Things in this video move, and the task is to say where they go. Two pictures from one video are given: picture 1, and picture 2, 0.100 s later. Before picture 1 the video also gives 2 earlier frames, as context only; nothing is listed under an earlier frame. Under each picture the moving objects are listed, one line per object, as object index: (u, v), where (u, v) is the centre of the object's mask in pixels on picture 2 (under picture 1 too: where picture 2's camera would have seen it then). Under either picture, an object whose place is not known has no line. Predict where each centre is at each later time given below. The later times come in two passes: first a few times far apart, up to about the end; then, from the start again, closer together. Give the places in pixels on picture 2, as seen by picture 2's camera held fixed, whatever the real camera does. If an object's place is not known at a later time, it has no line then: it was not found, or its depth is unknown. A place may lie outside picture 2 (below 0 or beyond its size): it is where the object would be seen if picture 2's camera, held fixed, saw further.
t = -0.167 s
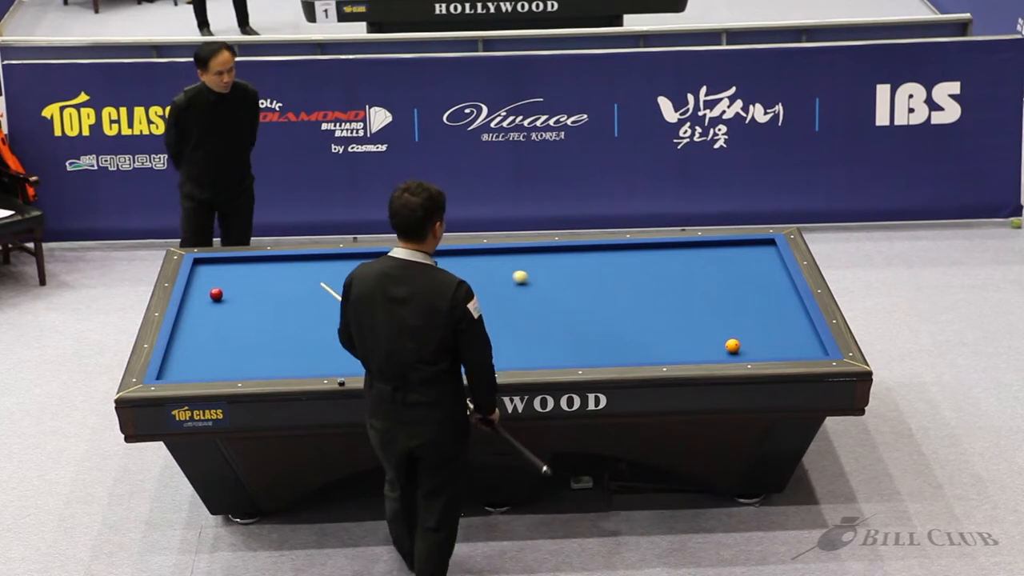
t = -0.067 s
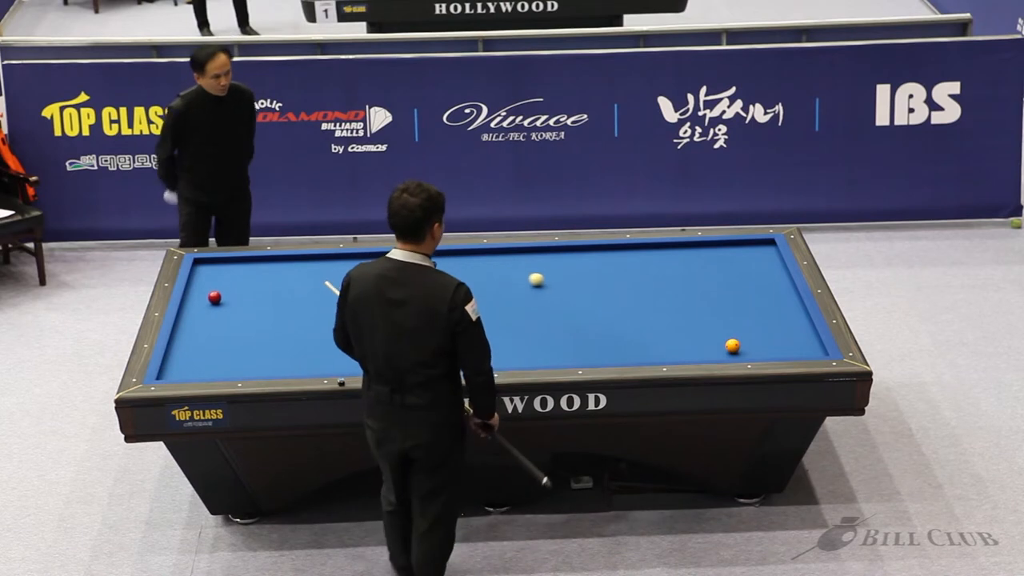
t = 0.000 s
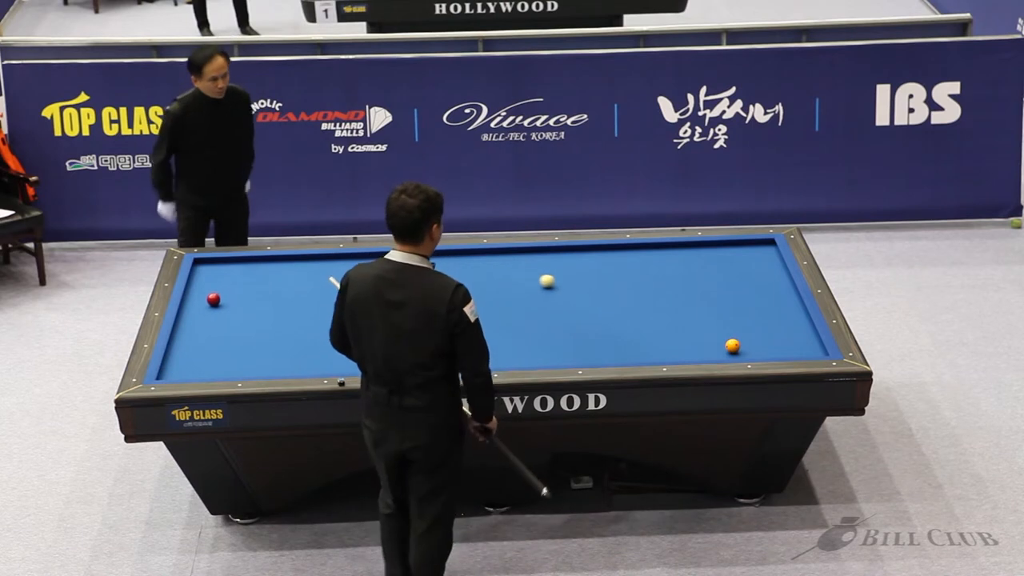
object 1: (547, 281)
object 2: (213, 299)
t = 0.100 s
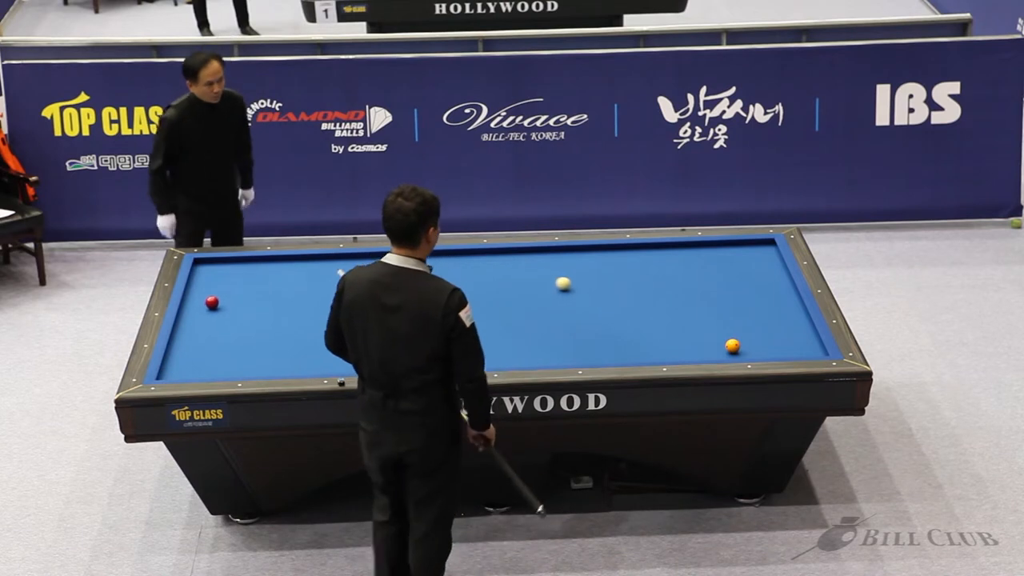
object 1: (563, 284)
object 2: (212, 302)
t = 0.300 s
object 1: (595, 289)
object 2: (209, 308)
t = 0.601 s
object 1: (643, 296)
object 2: (204, 316)
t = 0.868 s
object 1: (687, 302)
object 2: (200, 324)
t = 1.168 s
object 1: (735, 310)
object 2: (195, 332)
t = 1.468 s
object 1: (784, 317)
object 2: (191, 340)
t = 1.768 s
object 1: (791, 327)
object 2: (186, 348)
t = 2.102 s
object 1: (767, 339)
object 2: (181, 357)
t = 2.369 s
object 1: (748, 349)
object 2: (178, 363)
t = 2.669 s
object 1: (725, 354)
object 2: (174, 370)
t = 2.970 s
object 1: (701, 351)
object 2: (170, 374)
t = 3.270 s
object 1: (677, 346)
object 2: (169, 374)
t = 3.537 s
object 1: (657, 342)
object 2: (170, 372)
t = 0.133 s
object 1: (568, 284)
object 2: (211, 303)
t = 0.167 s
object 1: (574, 285)
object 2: (211, 304)
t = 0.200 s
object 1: (579, 286)
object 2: (210, 305)
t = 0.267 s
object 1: (590, 288)
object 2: (209, 307)
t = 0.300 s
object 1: (595, 289)
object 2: (209, 308)
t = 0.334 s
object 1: (601, 289)
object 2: (208, 309)
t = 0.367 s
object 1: (606, 290)
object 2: (208, 310)
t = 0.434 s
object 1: (617, 292)
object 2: (207, 312)
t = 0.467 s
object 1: (622, 293)
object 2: (206, 313)
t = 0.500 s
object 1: (627, 294)
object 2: (206, 314)
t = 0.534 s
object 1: (633, 294)
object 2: (205, 314)
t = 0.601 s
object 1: (643, 296)
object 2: (204, 316)
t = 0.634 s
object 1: (649, 297)
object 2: (203, 317)
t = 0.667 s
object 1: (654, 297)
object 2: (203, 318)
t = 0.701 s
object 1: (660, 298)
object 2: (202, 319)
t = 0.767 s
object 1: (670, 300)
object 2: (201, 321)
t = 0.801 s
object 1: (676, 301)
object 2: (201, 322)
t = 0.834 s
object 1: (681, 302)
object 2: (200, 323)
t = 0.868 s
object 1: (687, 302)
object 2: (200, 324)
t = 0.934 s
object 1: (697, 304)
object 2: (199, 326)
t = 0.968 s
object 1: (703, 305)
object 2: (198, 327)
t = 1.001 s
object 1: (708, 306)
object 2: (198, 328)
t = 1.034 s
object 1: (713, 306)
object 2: (197, 329)
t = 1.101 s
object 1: (724, 308)
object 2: (196, 330)
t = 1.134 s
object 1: (730, 309)
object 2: (196, 331)
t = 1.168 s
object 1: (735, 310)
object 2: (195, 332)
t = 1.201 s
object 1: (740, 310)
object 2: (195, 333)
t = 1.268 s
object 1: (751, 312)
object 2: (194, 335)
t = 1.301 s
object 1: (757, 313)
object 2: (193, 336)
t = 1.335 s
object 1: (762, 314)
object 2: (193, 337)
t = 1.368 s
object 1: (767, 315)
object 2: (192, 338)
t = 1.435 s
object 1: (778, 316)
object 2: (191, 339)
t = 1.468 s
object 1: (784, 317)
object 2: (191, 340)
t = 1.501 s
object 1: (789, 318)
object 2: (190, 341)
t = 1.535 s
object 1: (794, 319)
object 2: (190, 342)
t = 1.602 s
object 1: (804, 320)
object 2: (189, 344)
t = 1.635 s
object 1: (802, 321)
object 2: (188, 345)
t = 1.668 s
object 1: (799, 323)
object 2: (188, 346)
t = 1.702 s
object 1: (796, 324)
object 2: (187, 346)
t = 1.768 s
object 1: (791, 327)
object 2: (186, 348)
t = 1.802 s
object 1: (789, 328)
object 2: (186, 349)
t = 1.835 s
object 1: (786, 329)
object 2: (185, 350)
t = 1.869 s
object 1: (784, 331)
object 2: (185, 351)
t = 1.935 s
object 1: (779, 333)
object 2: (183, 353)
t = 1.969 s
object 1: (777, 334)
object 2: (183, 353)
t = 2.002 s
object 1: (774, 335)
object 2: (183, 354)
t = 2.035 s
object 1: (772, 337)
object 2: (182, 355)
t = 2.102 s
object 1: (767, 339)
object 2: (181, 357)
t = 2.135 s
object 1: (765, 340)
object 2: (181, 357)
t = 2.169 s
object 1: (762, 342)
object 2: (180, 358)
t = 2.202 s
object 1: (760, 343)
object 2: (180, 359)
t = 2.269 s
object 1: (755, 345)
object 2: (179, 361)
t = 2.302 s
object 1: (753, 347)
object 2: (178, 361)
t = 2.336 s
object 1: (750, 348)
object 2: (178, 362)
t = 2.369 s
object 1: (748, 349)
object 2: (178, 363)
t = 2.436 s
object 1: (743, 351)
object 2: (177, 365)
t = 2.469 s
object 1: (741, 352)
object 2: (176, 365)
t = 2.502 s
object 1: (738, 353)
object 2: (176, 366)
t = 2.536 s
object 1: (736, 353)
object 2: (175, 367)
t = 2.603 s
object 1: (731, 355)
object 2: (174, 368)
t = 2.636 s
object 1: (728, 355)
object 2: (174, 369)
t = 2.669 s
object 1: (725, 354)
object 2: (174, 370)
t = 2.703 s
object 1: (722, 354)
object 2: (173, 370)
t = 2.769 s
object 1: (717, 353)
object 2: (173, 372)
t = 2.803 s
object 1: (714, 353)
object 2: (172, 372)
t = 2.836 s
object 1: (711, 353)
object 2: (172, 372)
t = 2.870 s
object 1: (709, 352)
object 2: (171, 373)
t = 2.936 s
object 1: (703, 352)
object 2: (171, 374)
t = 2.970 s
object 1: (701, 351)
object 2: (170, 374)
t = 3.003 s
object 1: (698, 351)
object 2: (170, 375)
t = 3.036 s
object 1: (696, 350)
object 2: (169, 375)
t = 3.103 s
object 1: (690, 349)
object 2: (169, 375)
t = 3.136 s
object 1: (688, 348)
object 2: (169, 375)
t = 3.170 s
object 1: (685, 348)
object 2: (169, 374)
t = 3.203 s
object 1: (682, 347)
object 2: (169, 374)
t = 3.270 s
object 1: (677, 346)
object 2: (169, 374)
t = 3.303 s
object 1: (675, 346)
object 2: (169, 374)
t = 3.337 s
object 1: (672, 345)
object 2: (169, 373)
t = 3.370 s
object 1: (670, 345)
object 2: (170, 373)
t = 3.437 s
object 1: (665, 344)
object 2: (170, 373)
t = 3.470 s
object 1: (662, 343)
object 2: (170, 372)
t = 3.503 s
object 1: (660, 343)
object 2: (170, 372)
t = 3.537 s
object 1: (657, 342)
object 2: (170, 372)
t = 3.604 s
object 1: (653, 341)
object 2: (170, 371)
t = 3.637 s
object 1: (650, 341)
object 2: (170, 371)
